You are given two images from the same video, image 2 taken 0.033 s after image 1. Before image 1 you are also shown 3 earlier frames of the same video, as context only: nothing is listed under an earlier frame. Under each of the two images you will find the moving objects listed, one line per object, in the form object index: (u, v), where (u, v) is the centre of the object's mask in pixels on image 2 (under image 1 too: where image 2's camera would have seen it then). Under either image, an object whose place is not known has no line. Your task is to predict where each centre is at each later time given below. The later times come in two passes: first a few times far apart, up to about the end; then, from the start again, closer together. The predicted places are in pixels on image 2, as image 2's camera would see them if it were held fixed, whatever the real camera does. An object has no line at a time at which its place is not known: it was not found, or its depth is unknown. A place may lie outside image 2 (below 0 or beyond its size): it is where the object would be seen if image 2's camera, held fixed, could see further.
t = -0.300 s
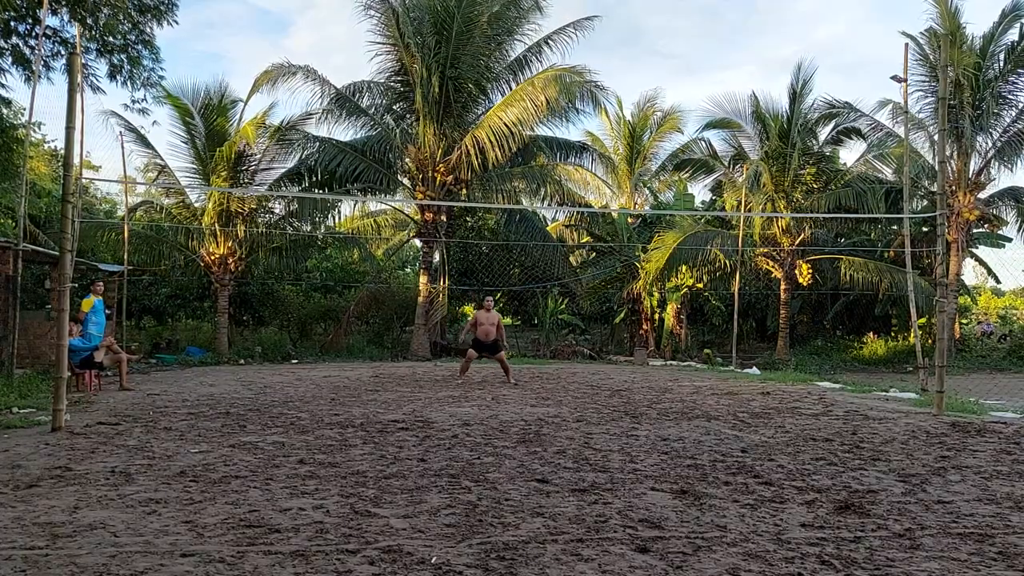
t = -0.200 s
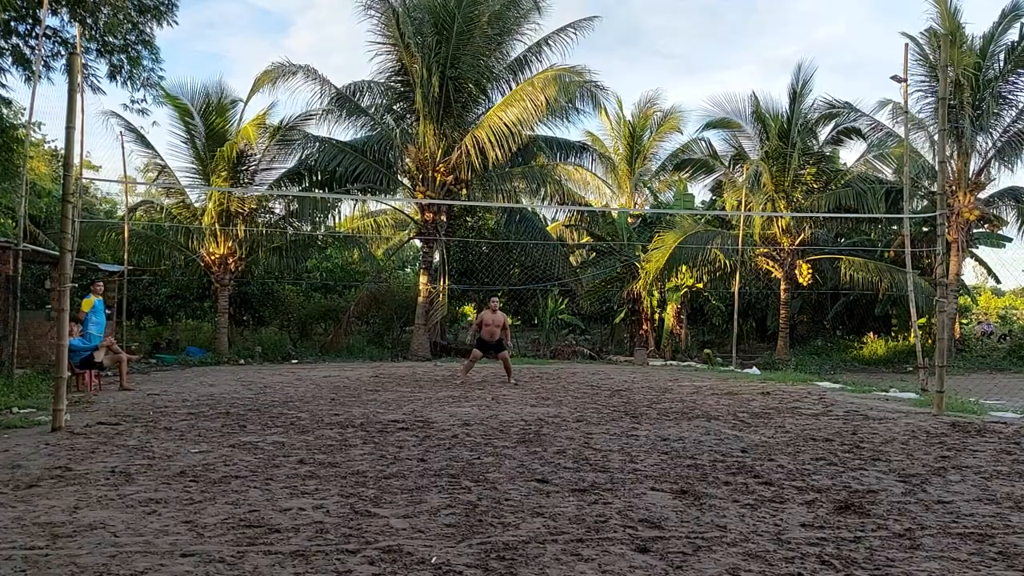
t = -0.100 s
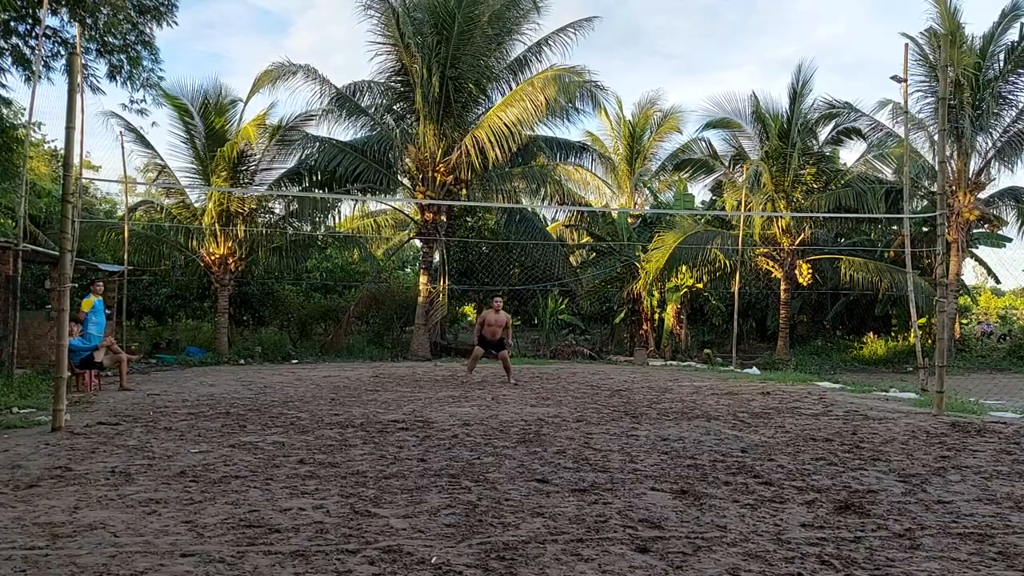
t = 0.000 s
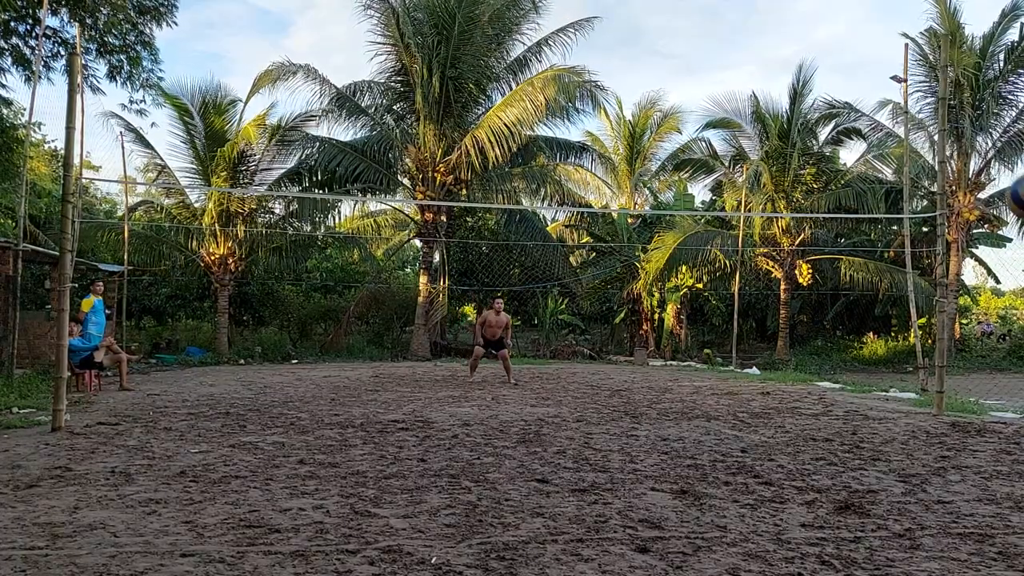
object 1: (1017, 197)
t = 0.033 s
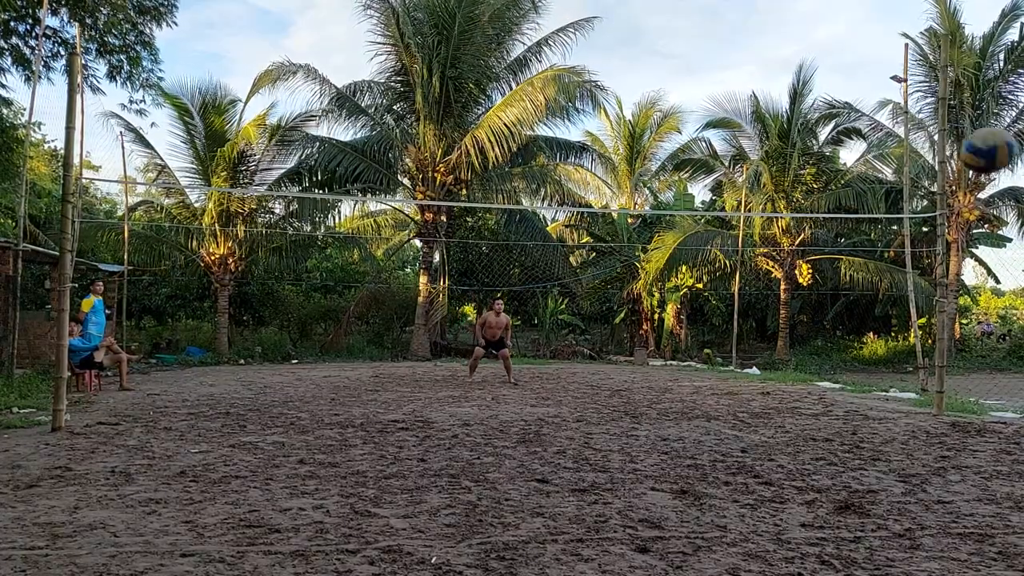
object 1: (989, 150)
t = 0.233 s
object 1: (825, 36)
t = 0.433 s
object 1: (748, 28)
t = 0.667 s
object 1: (698, 66)
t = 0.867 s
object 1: (674, 117)
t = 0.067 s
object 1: (950, 117)
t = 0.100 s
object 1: (916, 92)
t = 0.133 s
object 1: (888, 71)
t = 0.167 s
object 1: (865, 56)
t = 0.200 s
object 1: (844, 45)
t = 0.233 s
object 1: (825, 36)
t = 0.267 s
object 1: (808, 30)
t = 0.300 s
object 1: (793, 27)
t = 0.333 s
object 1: (780, 25)
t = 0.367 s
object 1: (768, 25)
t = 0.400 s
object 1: (758, 26)
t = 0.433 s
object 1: (748, 28)
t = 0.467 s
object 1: (739, 31)
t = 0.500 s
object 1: (730, 36)
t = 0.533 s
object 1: (723, 40)
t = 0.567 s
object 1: (716, 46)
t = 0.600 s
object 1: (710, 52)
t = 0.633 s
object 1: (704, 59)
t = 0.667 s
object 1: (698, 66)
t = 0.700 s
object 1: (694, 73)
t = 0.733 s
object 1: (689, 81)
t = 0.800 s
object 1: (681, 99)
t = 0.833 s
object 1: (677, 108)
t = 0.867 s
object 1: (674, 117)
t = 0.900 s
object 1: (670, 126)
